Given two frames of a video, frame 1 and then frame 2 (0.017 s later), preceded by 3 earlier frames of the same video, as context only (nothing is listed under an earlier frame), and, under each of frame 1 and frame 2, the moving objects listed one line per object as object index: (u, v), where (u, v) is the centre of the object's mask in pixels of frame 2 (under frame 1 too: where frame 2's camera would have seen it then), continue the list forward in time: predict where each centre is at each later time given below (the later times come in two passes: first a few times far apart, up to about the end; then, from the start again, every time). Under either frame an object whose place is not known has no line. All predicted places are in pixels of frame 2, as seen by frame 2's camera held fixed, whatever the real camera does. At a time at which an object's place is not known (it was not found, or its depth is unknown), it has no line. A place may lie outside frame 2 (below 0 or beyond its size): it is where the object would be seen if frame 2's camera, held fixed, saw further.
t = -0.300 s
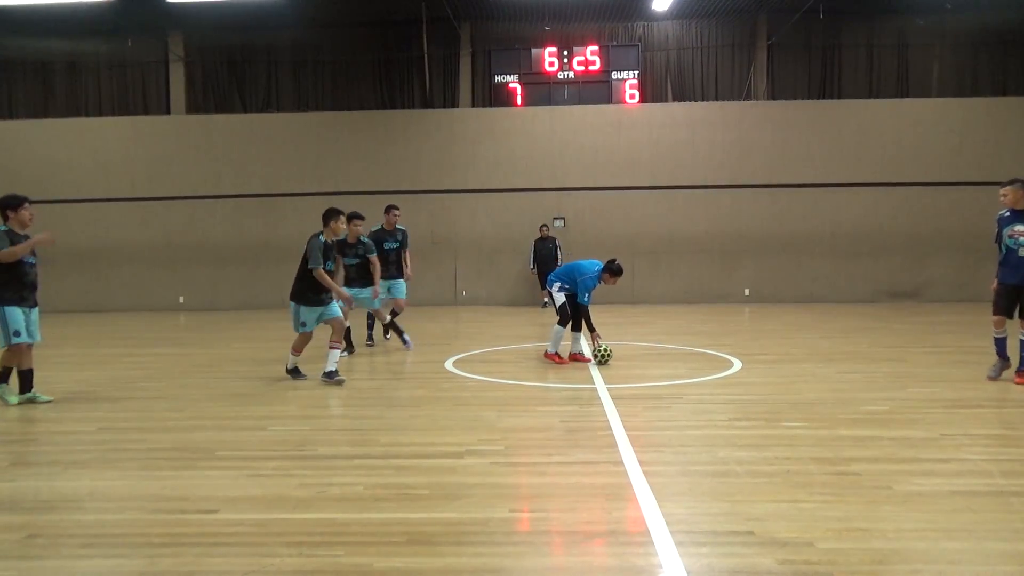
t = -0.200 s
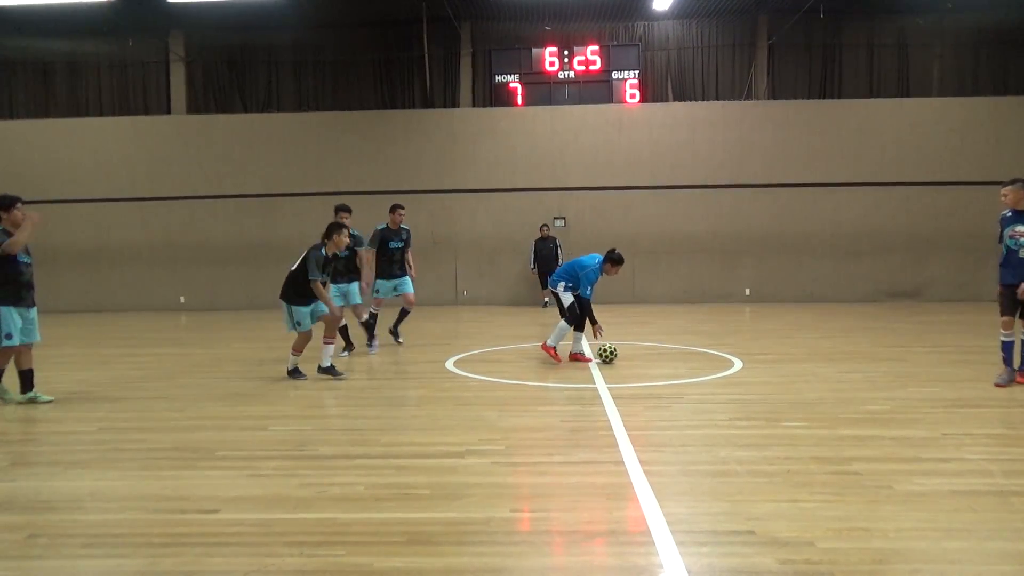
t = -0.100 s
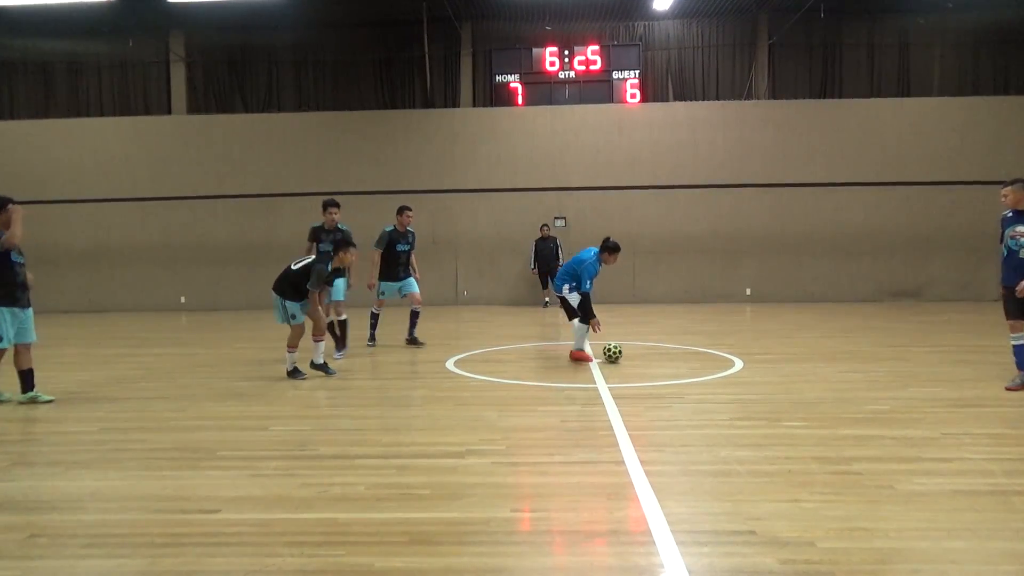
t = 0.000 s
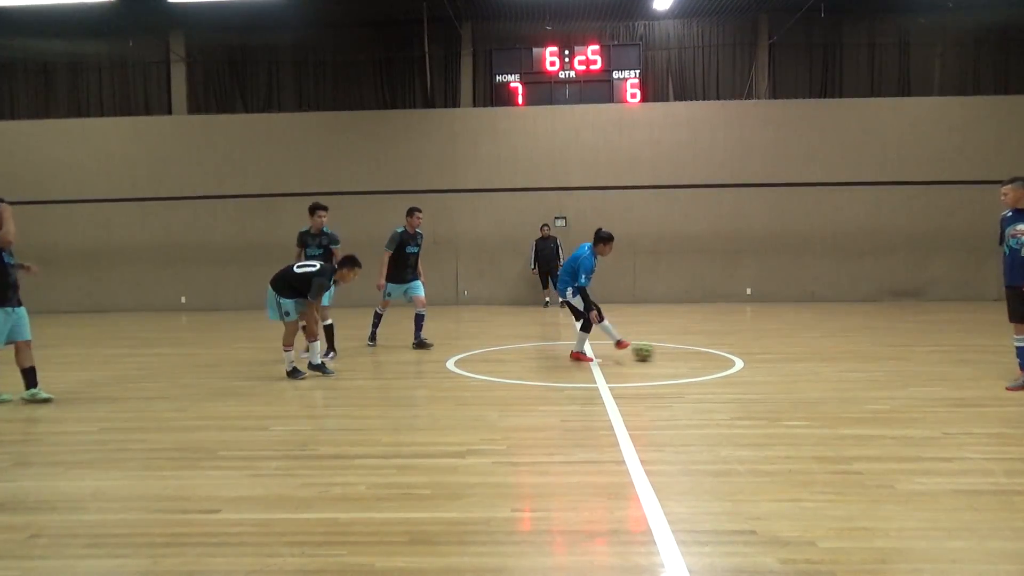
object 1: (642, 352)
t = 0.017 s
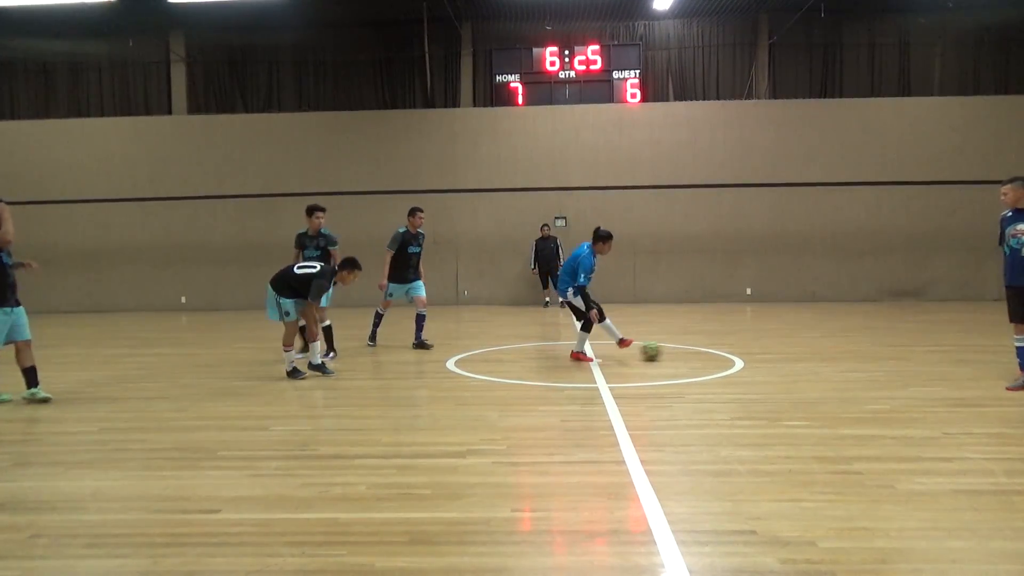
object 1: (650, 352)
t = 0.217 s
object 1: (737, 348)
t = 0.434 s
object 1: (811, 344)
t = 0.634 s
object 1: (872, 342)
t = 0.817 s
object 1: (925, 340)
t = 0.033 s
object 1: (658, 351)
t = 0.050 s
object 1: (667, 351)
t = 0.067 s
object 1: (673, 351)
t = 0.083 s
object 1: (682, 351)
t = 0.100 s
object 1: (689, 350)
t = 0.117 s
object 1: (696, 350)
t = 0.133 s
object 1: (703, 350)
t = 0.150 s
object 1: (710, 349)
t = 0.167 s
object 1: (717, 348)
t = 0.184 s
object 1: (724, 348)
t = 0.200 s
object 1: (731, 348)
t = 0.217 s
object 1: (737, 348)
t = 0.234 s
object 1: (743, 347)
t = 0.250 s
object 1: (749, 347)
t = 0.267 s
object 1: (755, 347)
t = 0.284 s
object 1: (762, 347)
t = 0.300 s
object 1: (767, 346)
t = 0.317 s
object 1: (773, 346)
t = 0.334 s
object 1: (779, 346)
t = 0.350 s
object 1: (785, 346)
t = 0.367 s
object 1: (790, 346)
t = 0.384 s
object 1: (796, 345)
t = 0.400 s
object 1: (800, 345)
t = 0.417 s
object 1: (806, 345)
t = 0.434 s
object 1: (811, 344)
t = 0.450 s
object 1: (816, 344)
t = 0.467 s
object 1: (821, 344)
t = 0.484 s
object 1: (826, 343)
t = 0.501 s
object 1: (832, 343)
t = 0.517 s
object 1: (837, 343)
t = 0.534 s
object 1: (842, 343)
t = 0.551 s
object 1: (847, 343)
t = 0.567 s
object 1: (852, 342)
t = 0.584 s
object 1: (857, 342)
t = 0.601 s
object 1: (862, 342)
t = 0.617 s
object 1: (867, 342)
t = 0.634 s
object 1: (872, 342)
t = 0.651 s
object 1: (877, 342)
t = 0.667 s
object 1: (882, 342)
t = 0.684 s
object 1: (887, 341)
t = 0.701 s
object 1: (892, 341)
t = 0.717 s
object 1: (897, 341)
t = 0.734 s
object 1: (901, 341)
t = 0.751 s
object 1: (906, 340)
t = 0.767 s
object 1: (911, 340)
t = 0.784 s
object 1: (915, 340)
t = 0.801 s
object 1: (920, 340)
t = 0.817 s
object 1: (925, 340)
